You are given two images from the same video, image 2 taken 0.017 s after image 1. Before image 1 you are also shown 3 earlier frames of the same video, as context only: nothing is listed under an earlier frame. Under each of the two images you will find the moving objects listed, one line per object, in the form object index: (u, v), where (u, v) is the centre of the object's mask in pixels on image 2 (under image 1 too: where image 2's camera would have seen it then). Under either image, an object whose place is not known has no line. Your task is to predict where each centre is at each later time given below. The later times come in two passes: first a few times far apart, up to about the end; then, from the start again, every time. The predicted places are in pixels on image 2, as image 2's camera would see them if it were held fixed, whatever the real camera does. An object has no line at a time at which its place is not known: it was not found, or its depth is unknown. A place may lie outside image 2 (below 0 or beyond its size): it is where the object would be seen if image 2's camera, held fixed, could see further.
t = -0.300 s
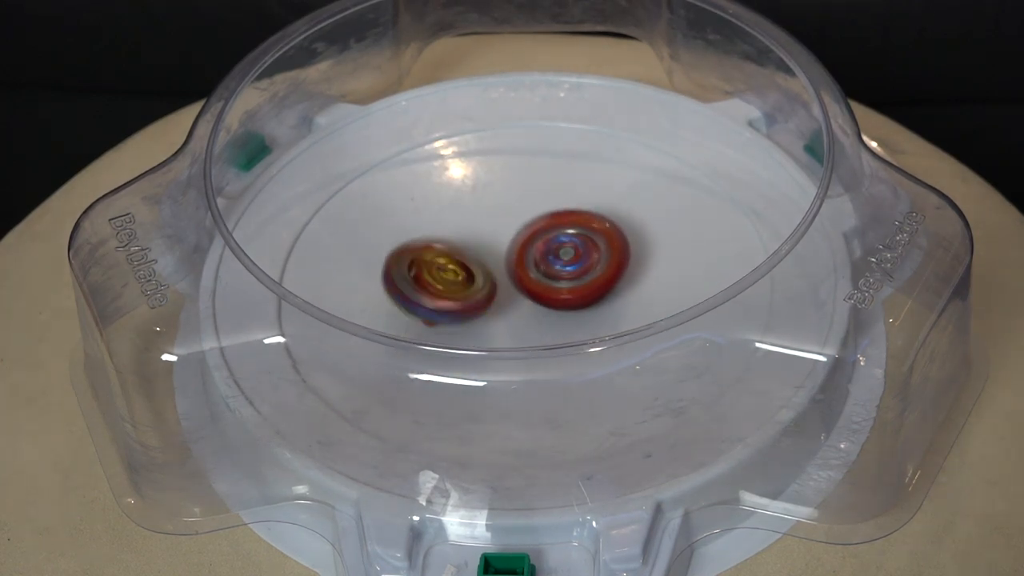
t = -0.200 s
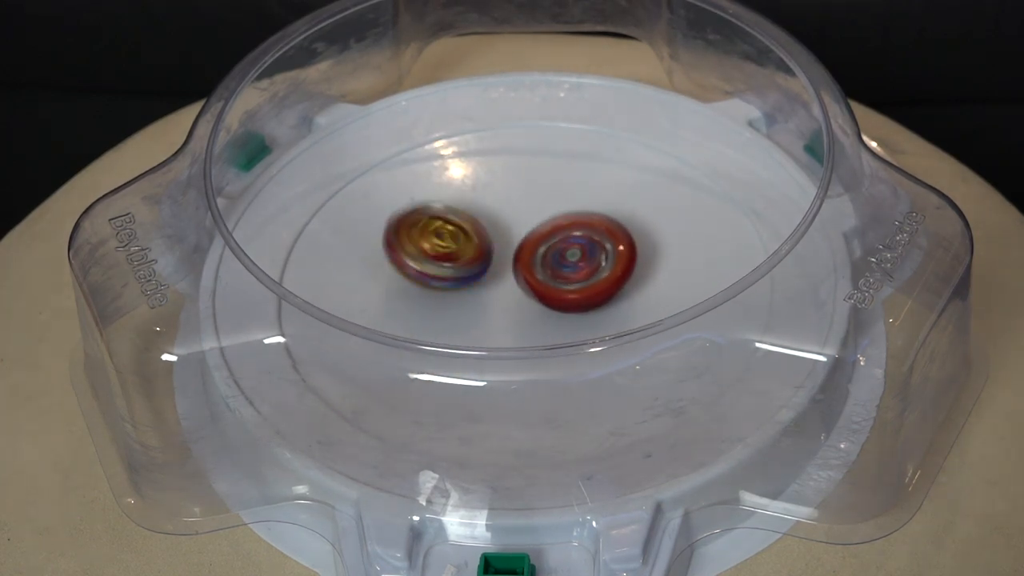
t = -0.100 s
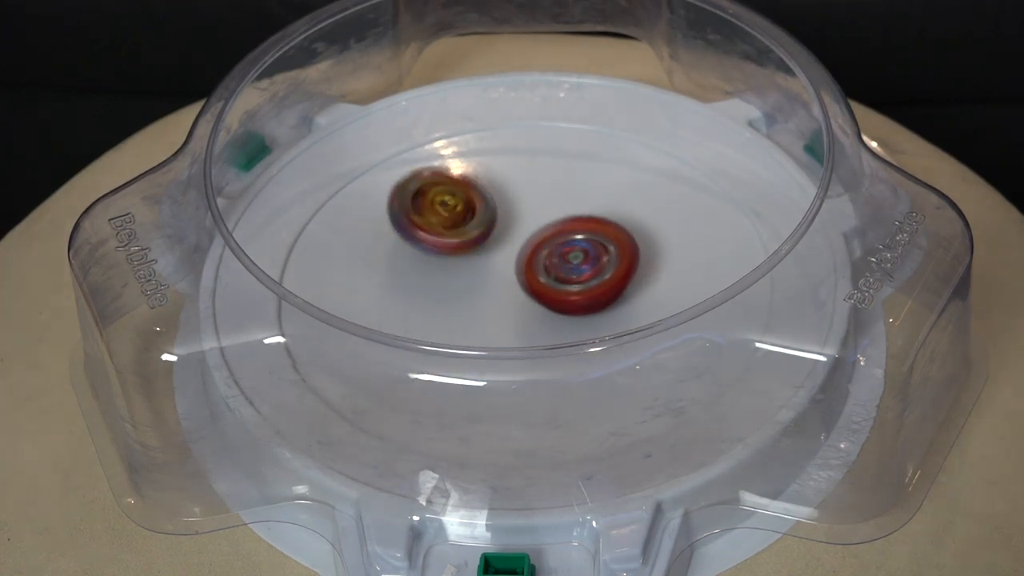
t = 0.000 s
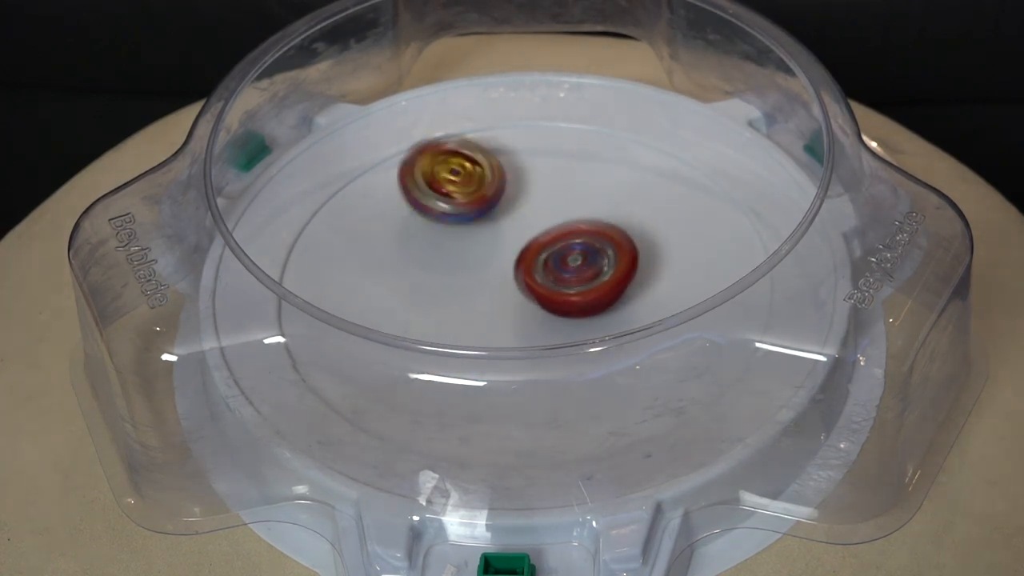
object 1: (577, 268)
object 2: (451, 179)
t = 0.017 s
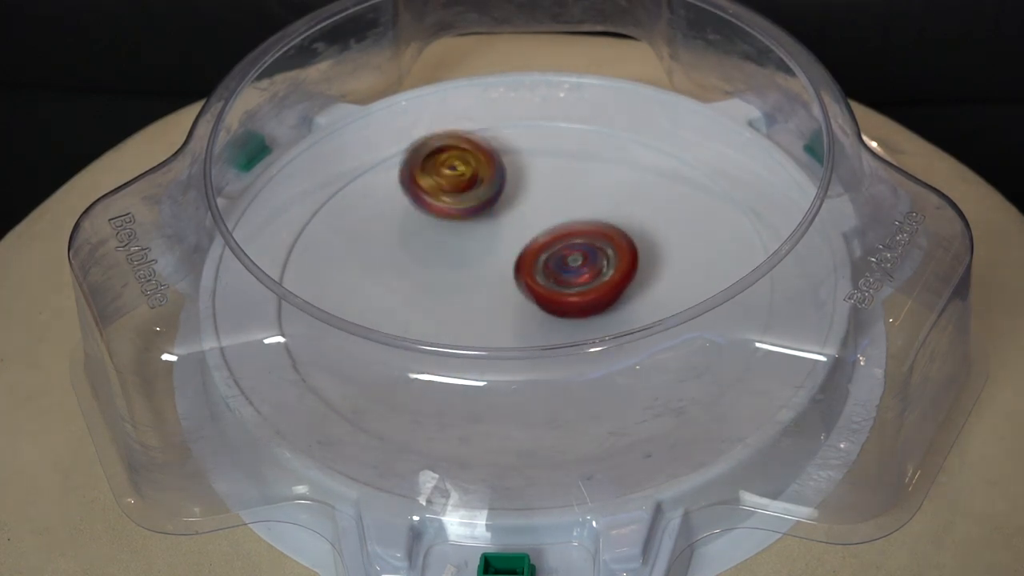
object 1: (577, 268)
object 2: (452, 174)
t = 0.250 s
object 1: (561, 274)
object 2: (483, 163)
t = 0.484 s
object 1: (532, 309)
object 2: (561, 159)
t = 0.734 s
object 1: (514, 307)
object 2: (596, 160)
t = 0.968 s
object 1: (495, 293)
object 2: (604, 234)
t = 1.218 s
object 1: (477, 275)
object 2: (632, 277)
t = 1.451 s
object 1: (499, 251)
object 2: (579, 312)
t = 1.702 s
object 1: (532, 241)
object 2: (500, 320)
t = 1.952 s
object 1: (573, 238)
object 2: (435, 299)
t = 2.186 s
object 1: (583, 257)
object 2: (454, 258)
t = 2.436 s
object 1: (608, 287)
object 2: (476, 245)
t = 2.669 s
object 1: (600, 304)
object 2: (466, 240)
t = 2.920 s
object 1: (556, 312)
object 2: (459, 234)
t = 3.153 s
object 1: (538, 341)
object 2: (467, 172)
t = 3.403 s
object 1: (553, 300)
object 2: (481, 219)
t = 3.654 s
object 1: (584, 268)
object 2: (464, 249)
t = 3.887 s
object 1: (599, 262)
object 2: (486, 249)
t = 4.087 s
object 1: (595, 270)
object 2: (486, 249)
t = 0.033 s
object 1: (576, 269)
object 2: (453, 168)
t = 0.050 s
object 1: (575, 269)
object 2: (457, 165)
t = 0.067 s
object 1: (574, 270)
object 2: (457, 161)
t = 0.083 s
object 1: (573, 270)
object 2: (459, 157)
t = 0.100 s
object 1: (572, 271)
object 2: (461, 154)
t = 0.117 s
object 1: (572, 271)
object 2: (463, 152)
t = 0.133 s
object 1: (571, 272)
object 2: (465, 152)
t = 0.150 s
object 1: (570, 272)
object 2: (466, 150)
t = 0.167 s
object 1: (569, 273)
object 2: (469, 152)
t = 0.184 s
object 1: (568, 273)
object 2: (470, 153)
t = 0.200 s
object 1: (567, 274)
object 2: (472, 155)
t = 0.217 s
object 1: (565, 274)
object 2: (476, 156)
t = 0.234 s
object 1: (563, 274)
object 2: (479, 159)
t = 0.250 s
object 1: (561, 274)
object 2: (483, 163)
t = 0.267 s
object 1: (560, 275)
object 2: (487, 165)
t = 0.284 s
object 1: (558, 275)
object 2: (493, 170)
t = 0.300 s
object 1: (556, 275)
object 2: (497, 173)
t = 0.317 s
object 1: (554, 275)
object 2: (502, 176)
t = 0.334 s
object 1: (553, 276)
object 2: (510, 182)
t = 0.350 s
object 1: (551, 276)
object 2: (515, 187)
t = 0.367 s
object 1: (549, 276)
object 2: (521, 191)
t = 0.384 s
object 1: (548, 280)
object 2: (529, 188)
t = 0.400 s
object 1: (546, 288)
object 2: (538, 185)
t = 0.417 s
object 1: (543, 295)
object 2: (540, 178)
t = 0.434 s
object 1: (540, 300)
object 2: (546, 170)
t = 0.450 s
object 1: (536, 304)
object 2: (553, 165)
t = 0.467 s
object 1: (534, 307)
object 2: (558, 162)
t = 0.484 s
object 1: (532, 309)
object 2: (561, 159)
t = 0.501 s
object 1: (531, 310)
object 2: (564, 155)
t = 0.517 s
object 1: (530, 311)
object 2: (569, 151)
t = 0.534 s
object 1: (528, 311)
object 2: (573, 150)
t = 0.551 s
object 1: (528, 311)
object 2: (575, 147)
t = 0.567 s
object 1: (526, 311)
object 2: (578, 144)
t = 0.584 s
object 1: (525, 311)
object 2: (583, 143)
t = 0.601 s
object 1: (524, 311)
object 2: (585, 144)
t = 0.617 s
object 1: (523, 311)
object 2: (586, 143)
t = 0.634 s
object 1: (522, 310)
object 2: (588, 143)
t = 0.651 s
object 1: (521, 310)
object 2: (591, 144)
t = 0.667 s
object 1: (520, 310)
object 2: (591, 147)
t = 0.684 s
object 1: (518, 309)
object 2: (594, 149)
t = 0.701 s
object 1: (517, 309)
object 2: (593, 151)
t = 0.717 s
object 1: (515, 308)
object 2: (596, 155)
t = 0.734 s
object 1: (514, 307)
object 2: (596, 160)
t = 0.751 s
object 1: (513, 307)
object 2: (596, 165)
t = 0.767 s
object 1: (512, 306)
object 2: (595, 168)
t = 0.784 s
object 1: (511, 305)
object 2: (598, 173)
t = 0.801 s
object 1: (510, 305)
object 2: (598, 180)
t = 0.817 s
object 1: (510, 304)
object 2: (598, 186)
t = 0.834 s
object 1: (509, 302)
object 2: (596, 191)
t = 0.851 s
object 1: (508, 302)
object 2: (599, 196)
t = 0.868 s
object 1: (507, 300)
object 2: (598, 203)
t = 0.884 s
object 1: (507, 299)
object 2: (597, 210)
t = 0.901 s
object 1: (506, 298)
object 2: (594, 215)
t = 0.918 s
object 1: (506, 296)
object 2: (596, 220)
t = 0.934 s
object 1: (506, 294)
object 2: (593, 227)
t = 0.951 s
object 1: (504, 294)
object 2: (595, 232)
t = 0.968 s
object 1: (495, 293)
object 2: (604, 234)
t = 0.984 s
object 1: (487, 293)
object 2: (610, 238)
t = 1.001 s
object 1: (481, 293)
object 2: (614, 239)
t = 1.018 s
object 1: (476, 293)
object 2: (619, 239)
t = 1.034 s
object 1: (474, 291)
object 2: (624, 242)
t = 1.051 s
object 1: (472, 290)
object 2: (627, 245)
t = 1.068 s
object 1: (471, 289)
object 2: (631, 249)
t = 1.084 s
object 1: (471, 287)
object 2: (632, 252)
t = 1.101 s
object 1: (471, 286)
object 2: (633, 254)
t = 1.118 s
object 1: (471, 284)
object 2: (635, 256)
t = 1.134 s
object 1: (472, 283)
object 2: (635, 259)
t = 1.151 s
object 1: (473, 282)
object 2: (636, 263)
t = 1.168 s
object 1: (474, 280)
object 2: (635, 266)
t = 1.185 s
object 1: (475, 278)
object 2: (636, 270)
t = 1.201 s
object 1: (476, 277)
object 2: (635, 273)
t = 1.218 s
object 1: (477, 275)
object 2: (632, 277)
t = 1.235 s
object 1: (479, 274)
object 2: (630, 282)
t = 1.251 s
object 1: (480, 272)
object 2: (626, 285)
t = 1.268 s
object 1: (482, 271)
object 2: (625, 288)
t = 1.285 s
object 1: (484, 269)
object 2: (621, 291)
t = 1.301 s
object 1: (485, 267)
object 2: (618, 293)
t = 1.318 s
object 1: (487, 266)
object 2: (614, 296)
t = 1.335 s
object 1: (489, 264)
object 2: (608, 298)
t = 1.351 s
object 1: (491, 263)
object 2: (605, 301)
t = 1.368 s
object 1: (493, 262)
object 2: (600, 303)
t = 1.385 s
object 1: (495, 260)
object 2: (594, 304)
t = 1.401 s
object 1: (496, 258)
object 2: (591, 306)
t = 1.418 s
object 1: (495, 255)
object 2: (585, 308)
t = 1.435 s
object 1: (497, 253)
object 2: (583, 311)
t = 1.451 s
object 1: (499, 251)
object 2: (579, 312)
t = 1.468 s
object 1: (500, 250)
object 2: (576, 314)
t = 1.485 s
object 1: (503, 248)
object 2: (572, 316)
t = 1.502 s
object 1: (504, 247)
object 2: (564, 317)
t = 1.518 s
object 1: (507, 246)
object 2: (560, 319)
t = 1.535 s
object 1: (509, 246)
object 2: (555, 320)
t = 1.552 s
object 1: (511, 245)
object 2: (550, 320)
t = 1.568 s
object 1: (514, 244)
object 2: (544, 321)
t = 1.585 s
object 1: (515, 243)
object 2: (537, 321)
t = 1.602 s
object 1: (518, 243)
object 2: (532, 323)
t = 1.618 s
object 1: (520, 242)
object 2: (526, 323)
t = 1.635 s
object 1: (523, 242)
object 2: (521, 322)
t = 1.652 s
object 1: (525, 242)
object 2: (516, 322)
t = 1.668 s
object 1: (528, 241)
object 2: (510, 321)
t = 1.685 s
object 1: (531, 241)
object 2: (504, 322)
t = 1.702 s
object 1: (532, 241)
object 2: (500, 320)
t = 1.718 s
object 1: (535, 241)
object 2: (496, 318)
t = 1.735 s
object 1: (538, 242)
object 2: (491, 318)
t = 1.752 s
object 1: (540, 241)
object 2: (485, 315)
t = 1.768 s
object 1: (543, 242)
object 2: (482, 314)
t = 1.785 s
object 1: (546, 240)
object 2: (475, 313)
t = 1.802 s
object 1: (551, 238)
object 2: (467, 312)
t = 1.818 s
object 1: (555, 237)
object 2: (460, 312)
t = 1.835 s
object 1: (558, 236)
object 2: (453, 311)
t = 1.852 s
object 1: (561, 236)
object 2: (450, 311)
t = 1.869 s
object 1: (563, 236)
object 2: (446, 309)
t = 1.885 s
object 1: (564, 236)
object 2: (443, 307)
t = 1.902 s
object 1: (567, 236)
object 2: (442, 306)
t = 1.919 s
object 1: (569, 237)
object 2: (440, 304)
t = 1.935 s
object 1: (571, 238)
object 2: (437, 302)
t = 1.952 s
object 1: (573, 238)
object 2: (435, 299)
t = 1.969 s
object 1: (574, 239)
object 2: (431, 295)
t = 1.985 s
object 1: (575, 240)
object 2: (432, 291)
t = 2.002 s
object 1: (577, 241)
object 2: (431, 288)
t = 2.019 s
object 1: (578, 242)
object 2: (430, 283)
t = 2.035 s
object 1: (580, 243)
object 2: (431, 280)
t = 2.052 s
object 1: (581, 245)
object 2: (431, 277)
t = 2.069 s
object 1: (582, 246)
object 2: (434, 273)
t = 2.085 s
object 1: (582, 247)
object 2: (436, 271)
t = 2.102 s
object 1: (583, 249)
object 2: (437, 269)
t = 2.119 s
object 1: (584, 250)
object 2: (440, 266)
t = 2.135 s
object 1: (584, 252)
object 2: (443, 264)
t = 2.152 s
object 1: (584, 253)
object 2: (446, 260)
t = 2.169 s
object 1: (583, 255)
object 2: (451, 260)
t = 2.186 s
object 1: (583, 257)
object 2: (454, 258)
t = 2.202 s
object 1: (583, 258)
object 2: (457, 257)
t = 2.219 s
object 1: (583, 260)
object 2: (461, 256)
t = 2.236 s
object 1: (583, 261)
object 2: (464, 255)
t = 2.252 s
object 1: (589, 264)
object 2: (462, 253)
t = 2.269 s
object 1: (596, 268)
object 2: (456, 252)
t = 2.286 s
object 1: (601, 271)
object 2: (450, 248)
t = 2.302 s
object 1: (606, 273)
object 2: (447, 244)
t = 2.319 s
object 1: (608, 275)
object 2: (446, 240)
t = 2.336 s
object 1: (610, 277)
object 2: (448, 239)
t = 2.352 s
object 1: (610, 279)
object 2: (450, 239)
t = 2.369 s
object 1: (610, 281)
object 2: (452, 238)
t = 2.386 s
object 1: (610, 282)
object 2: (456, 239)
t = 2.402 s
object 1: (608, 284)
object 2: (463, 240)
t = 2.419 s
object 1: (608, 286)
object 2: (469, 242)
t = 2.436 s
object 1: (608, 287)
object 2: (476, 245)
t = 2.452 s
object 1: (607, 288)
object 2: (481, 248)
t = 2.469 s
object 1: (605, 289)
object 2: (485, 251)
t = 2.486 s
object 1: (603, 291)
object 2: (488, 254)
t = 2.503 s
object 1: (603, 292)
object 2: (490, 256)
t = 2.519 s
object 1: (602, 293)
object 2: (493, 257)
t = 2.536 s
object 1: (603, 296)
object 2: (492, 256)
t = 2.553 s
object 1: (606, 297)
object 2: (485, 251)
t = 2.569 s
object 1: (608, 299)
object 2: (483, 248)
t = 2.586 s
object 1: (610, 300)
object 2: (479, 245)
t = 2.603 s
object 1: (610, 301)
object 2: (475, 242)
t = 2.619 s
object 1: (607, 302)
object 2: (472, 240)
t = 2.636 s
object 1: (606, 303)
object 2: (470, 240)
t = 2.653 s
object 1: (604, 304)
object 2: (469, 240)
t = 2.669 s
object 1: (600, 304)
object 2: (466, 240)
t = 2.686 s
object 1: (597, 305)
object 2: (464, 240)
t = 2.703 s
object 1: (595, 305)
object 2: (461, 240)
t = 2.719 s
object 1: (591, 306)
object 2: (458, 240)
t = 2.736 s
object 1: (588, 306)
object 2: (458, 240)
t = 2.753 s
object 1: (584, 306)
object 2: (457, 241)
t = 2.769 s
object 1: (582, 306)
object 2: (457, 242)
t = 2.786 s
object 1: (579, 306)
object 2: (456, 242)
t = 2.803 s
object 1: (574, 305)
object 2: (457, 244)
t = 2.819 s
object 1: (571, 305)
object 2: (457, 246)
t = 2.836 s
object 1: (569, 305)
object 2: (456, 246)
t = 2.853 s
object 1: (565, 304)
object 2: (458, 246)
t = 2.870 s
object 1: (561, 303)
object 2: (461, 248)
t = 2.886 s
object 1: (560, 303)
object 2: (463, 251)
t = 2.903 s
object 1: (558, 309)
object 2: (461, 243)
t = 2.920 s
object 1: (556, 312)
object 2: (459, 234)
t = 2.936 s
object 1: (554, 314)
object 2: (460, 230)
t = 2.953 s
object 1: (552, 329)
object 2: (460, 217)
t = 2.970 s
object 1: (550, 333)
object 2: (460, 207)
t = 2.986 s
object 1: (548, 342)
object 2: (461, 198)
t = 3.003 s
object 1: (546, 346)
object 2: (461, 190)
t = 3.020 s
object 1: (543, 346)
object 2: (462, 184)
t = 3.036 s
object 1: (542, 345)
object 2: (463, 178)
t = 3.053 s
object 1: (539, 346)
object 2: (463, 174)
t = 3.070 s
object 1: (540, 346)
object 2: (464, 172)
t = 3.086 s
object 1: (538, 346)
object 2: (464, 171)
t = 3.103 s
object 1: (538, 346)
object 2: (464, 170)
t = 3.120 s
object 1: (538, 346)
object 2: (465, 171)
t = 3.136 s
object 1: (538, 344)
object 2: (466, 171)
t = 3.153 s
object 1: (538, 341)
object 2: (467, 172)
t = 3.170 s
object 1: (538, 338)
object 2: (468, 172)
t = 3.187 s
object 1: (539, 335)
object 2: (470, 173)
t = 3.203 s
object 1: (539, 332)
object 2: (472, 175)
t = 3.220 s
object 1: (539, 329)
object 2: (475, 178)
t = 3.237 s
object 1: (540, 326)
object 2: (478, 180)
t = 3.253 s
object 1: (541, 323)
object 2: (479, 182)
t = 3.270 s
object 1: (539, 312)
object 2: (481, 185)
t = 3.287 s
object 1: (540, 311)
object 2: (483, 188)
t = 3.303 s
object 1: (542, 310)
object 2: (484, 191)
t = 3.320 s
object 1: (543, 307)
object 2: (485, 195)
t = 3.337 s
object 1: (545, 306)
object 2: (486, 201)
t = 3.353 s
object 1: (547, 305)
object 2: (485, 205)
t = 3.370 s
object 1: (548, 303)
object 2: (484, 210)
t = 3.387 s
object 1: (550, 301)
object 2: (483, 214)
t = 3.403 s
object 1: (553, 300)
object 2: (481, 219)
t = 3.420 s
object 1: (557, 298)
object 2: (479, 222)
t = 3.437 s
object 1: (556, 294)
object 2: (477, 226)
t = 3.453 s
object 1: (560, 293)
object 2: (475, 231)
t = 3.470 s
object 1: (562, 290)
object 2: (473, 235)
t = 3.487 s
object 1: (564, 288)
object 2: (471, 238)
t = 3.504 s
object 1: (567, 284)
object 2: (469, 241)
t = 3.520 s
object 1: (569, 281)
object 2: (467, 244)
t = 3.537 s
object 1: (573, 280)
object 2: (466, 247)
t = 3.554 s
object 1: (573, 277)
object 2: (463, 248)
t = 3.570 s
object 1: (575, 274)
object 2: (462, 249)
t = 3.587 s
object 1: (578, 273)
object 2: (461, 249)
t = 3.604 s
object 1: (579, 271)
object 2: (461, 249)
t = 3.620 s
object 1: (580, 270)
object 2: (462, 249)
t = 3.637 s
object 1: (583, 268)
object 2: (463, 250)
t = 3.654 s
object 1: (584, 268)
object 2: (464, 249)
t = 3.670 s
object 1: (586, 267)
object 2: (466, 250)
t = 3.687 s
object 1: (587, 265)
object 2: (468, 250)
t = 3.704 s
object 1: (590, 264)
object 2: (469, 249)
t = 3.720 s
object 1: (589, 264)
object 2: (471, 249)
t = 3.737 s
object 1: (592, 263)
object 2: (472, 249)
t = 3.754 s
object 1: (593, 262)
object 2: (473, 249)
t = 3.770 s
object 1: (593, 262)
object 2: (475, 249)
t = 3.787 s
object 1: (594, 261)
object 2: (477, 249)
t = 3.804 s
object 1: (595, 261)
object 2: (479, 249)
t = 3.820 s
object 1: (598, 261)
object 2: (481, 249)
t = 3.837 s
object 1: (597, 261)
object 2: (483, 249)
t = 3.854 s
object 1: (599, 261)
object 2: (485, 248)
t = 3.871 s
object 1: (599, 262)
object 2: (486, 248)
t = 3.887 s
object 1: (599, 262)
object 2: (486, 249)
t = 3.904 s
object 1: (600, 263)
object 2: (486, 249)
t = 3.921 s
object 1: (599, 263)
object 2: (485, 250)
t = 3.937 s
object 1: (602, 263)
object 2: (485, 250)
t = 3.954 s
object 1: (600, 265)
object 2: (485, 250)
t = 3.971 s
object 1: (600, 265)
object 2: (486, 250)
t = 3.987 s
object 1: (599, 266)
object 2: (486, 249)
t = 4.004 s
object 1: (599, 267)
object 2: (486, 250)
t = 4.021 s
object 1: (599, 268)
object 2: (486, 250)
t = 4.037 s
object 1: (597, 268)
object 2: (486, 250)
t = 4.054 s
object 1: (598, 269)
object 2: (486, 250)
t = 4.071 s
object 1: (595, 270)
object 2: (486, 249)
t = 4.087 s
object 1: (595, 270)
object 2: (486, 249)
